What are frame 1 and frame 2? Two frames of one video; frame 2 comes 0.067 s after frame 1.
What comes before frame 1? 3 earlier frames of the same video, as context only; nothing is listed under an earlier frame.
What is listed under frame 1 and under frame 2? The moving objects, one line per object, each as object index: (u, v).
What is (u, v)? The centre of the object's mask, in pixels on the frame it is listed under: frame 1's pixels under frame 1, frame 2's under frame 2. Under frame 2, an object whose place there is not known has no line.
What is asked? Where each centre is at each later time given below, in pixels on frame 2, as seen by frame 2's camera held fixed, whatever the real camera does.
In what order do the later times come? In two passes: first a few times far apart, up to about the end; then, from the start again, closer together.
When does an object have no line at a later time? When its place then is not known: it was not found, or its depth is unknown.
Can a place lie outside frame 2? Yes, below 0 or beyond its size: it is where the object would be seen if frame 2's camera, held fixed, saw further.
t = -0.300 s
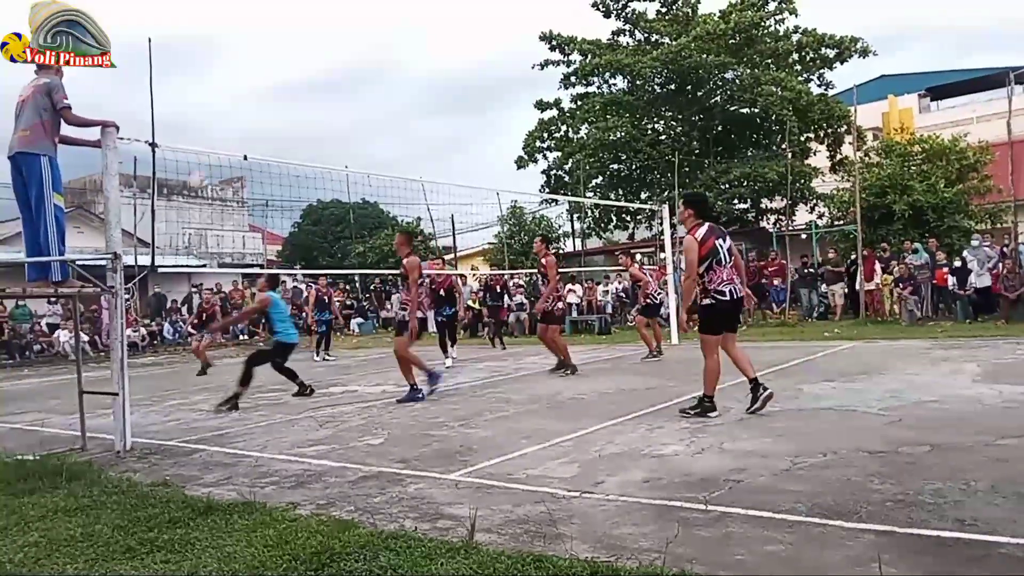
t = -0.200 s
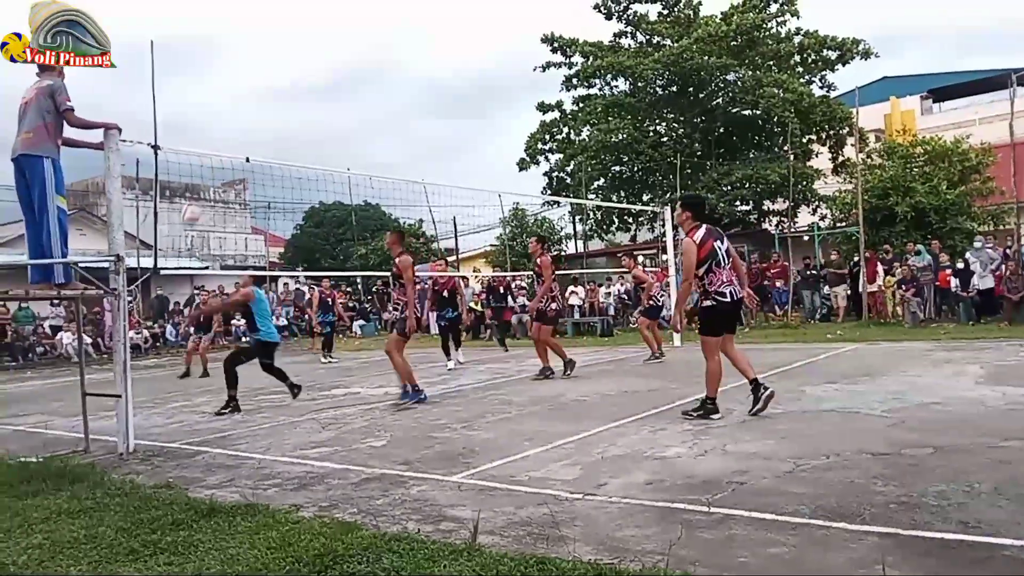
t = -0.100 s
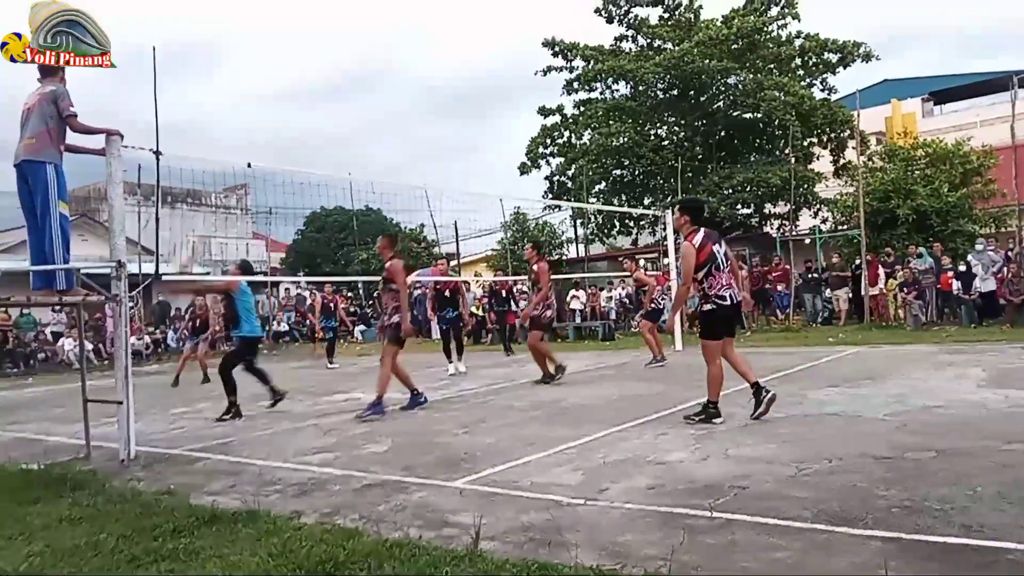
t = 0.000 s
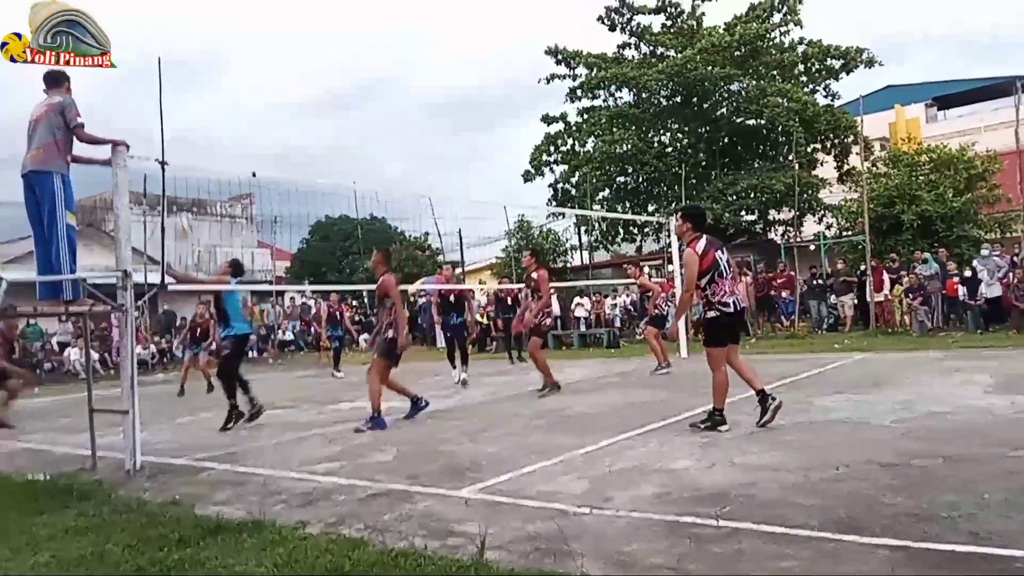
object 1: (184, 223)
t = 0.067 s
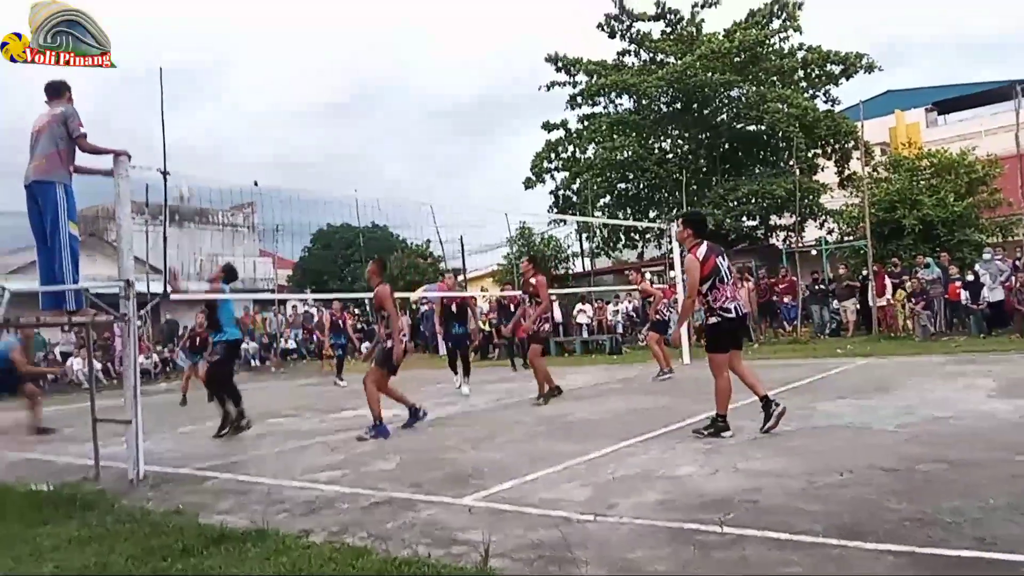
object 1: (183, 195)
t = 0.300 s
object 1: (174, 87)
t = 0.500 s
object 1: (167, 32)
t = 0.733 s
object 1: (162, 14)
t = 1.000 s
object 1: (160, 54)
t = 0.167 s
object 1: (178, 146)
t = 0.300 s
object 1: (174, 87)
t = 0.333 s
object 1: (171, 75)
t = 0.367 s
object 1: (170, 63)
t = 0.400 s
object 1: (169, 54)
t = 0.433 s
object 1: (168, 45)
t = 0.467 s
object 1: (167, 38)
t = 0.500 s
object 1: (167, 32)
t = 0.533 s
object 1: (165, 27)
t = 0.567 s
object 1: (164, 22)
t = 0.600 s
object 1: (164, 19)
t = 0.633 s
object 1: (164, 17)
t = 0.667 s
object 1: (163, 15)
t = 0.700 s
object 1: (163, 14)
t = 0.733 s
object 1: (162, 14)
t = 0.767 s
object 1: (162, 15)
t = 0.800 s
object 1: (161, 18)
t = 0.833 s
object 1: (161, 22)
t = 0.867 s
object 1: (160, 27)
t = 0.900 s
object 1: (161, 33)
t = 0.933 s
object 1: (161, 39)
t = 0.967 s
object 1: (160, 47)
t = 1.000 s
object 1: (160, 54)
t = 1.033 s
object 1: (159, 64)
